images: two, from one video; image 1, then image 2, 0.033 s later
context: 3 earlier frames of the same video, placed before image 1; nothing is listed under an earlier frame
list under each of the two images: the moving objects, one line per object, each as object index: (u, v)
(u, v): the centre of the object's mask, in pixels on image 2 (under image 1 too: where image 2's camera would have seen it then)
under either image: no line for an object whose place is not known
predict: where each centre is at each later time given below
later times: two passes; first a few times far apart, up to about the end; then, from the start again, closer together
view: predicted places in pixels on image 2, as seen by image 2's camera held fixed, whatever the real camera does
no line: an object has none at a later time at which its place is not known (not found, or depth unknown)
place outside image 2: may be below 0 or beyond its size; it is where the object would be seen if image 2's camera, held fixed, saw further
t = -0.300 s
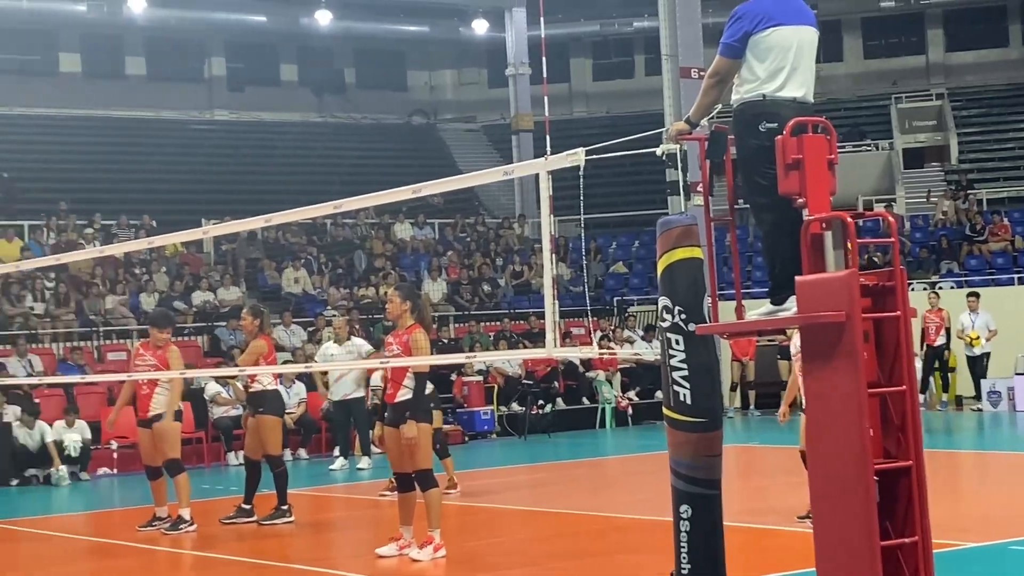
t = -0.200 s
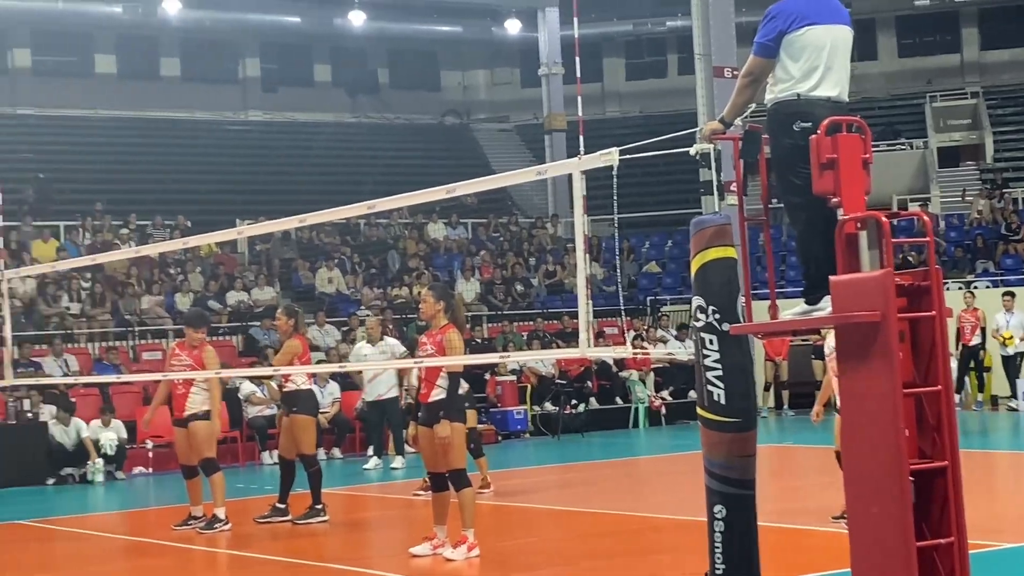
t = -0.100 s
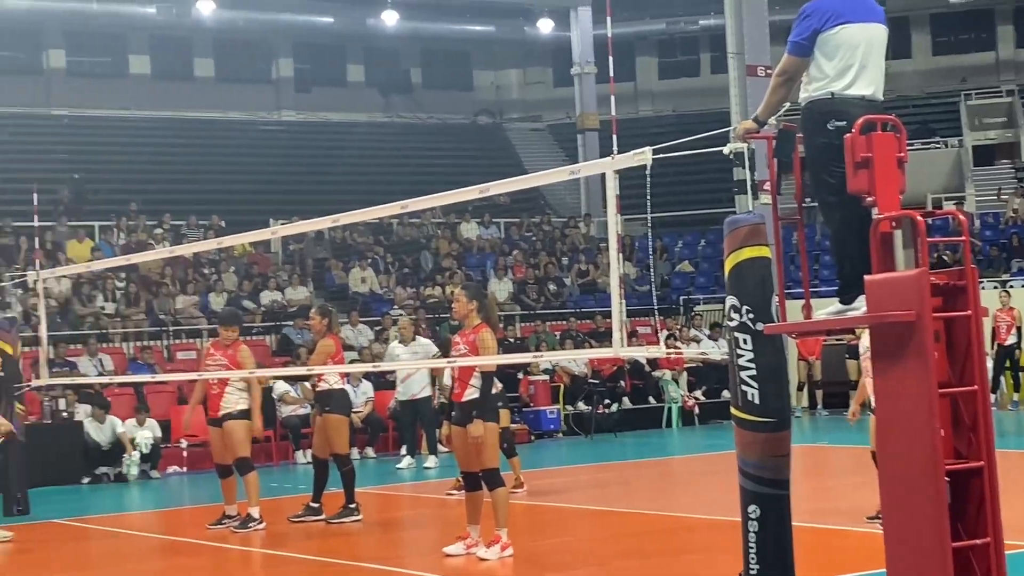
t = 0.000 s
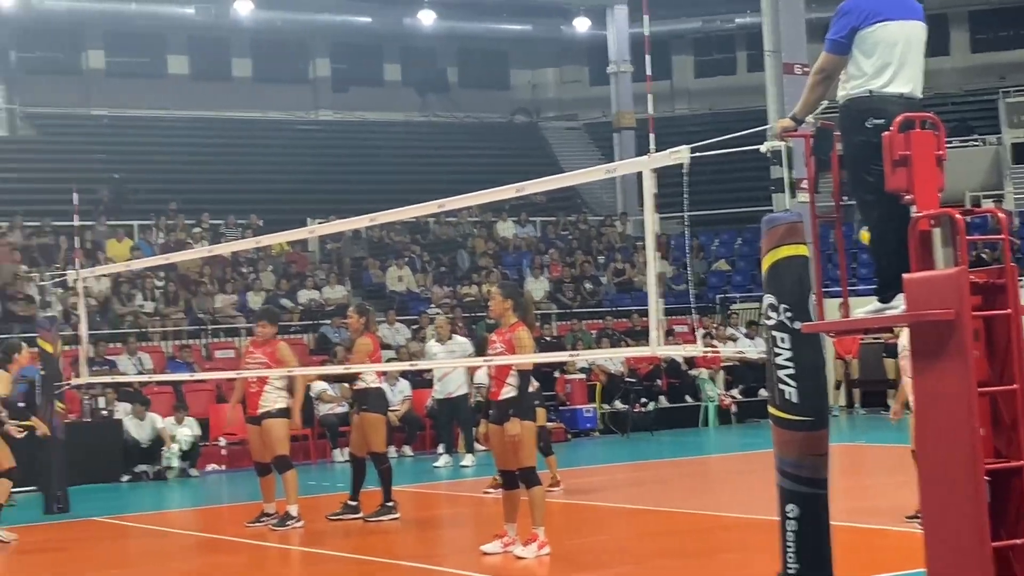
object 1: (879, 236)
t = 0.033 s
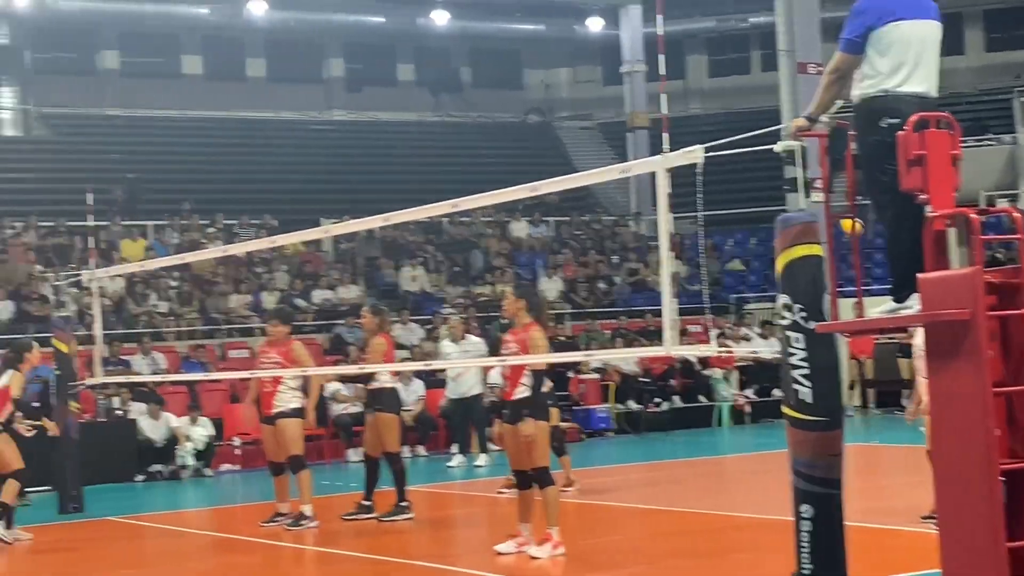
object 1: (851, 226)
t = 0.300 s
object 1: (565, 147)
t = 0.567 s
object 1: (238, 110)
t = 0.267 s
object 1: (602, 155)
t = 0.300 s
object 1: (565, 147)
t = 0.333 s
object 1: (528, 141)
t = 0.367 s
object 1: (490, 134)
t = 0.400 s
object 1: (451, 128)
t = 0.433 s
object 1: (412, 122)
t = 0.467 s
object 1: (371, 118)
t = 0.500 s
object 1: (328, 115)
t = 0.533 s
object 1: (283, 112)
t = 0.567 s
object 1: (238, 110)
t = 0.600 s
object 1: (192, 109)
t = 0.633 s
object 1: (143, 109)
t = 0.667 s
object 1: (91, 109)
